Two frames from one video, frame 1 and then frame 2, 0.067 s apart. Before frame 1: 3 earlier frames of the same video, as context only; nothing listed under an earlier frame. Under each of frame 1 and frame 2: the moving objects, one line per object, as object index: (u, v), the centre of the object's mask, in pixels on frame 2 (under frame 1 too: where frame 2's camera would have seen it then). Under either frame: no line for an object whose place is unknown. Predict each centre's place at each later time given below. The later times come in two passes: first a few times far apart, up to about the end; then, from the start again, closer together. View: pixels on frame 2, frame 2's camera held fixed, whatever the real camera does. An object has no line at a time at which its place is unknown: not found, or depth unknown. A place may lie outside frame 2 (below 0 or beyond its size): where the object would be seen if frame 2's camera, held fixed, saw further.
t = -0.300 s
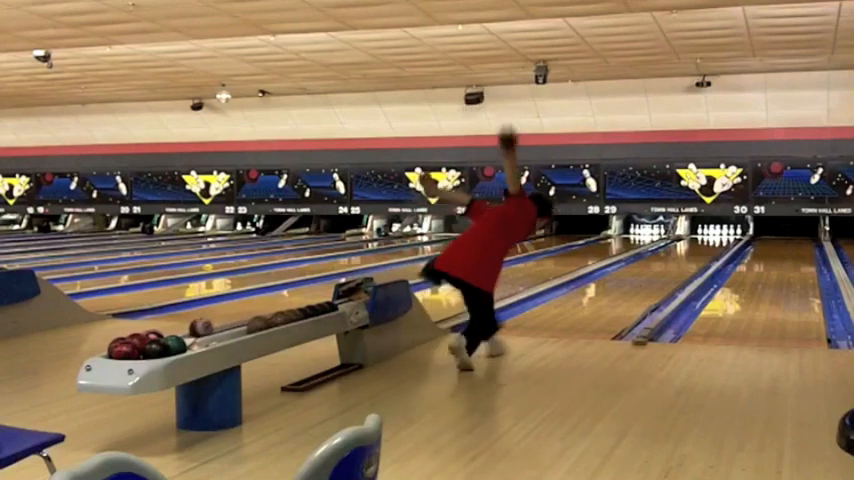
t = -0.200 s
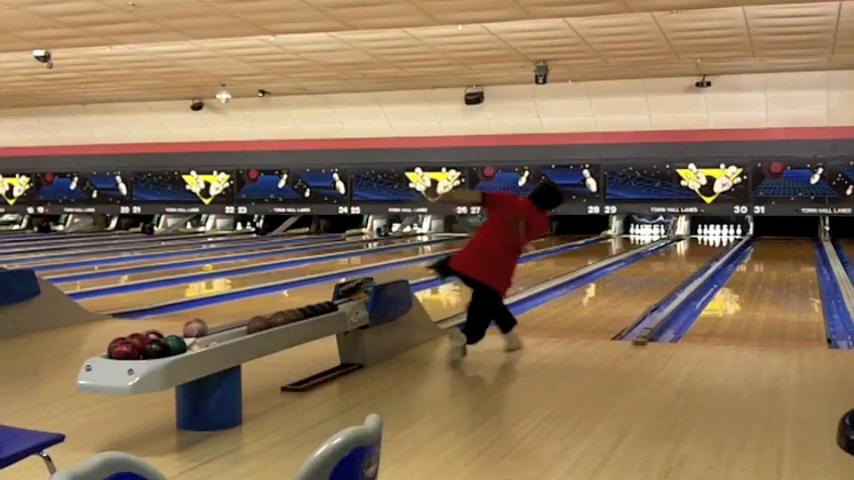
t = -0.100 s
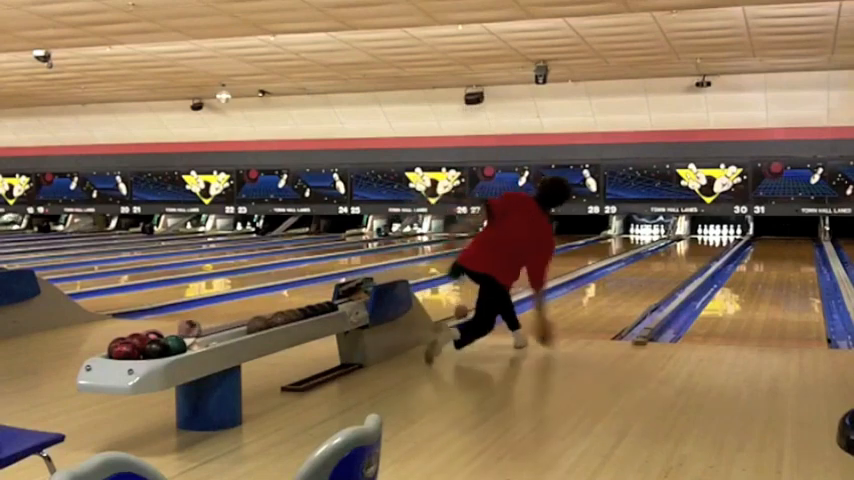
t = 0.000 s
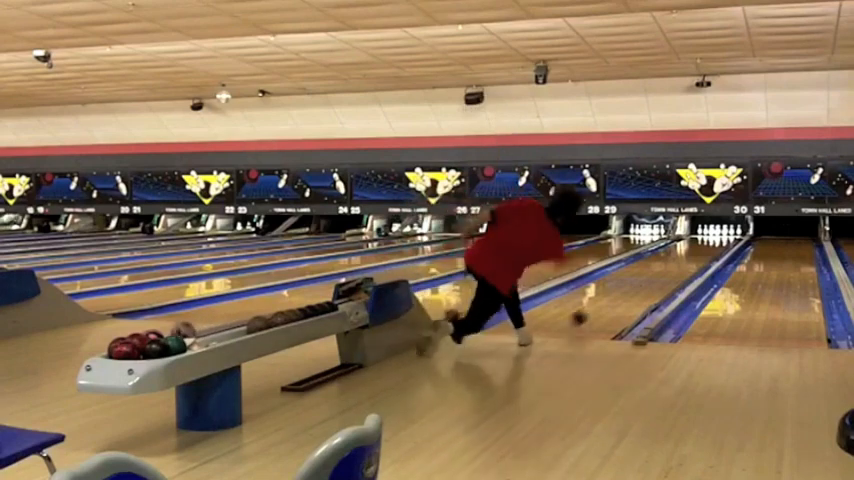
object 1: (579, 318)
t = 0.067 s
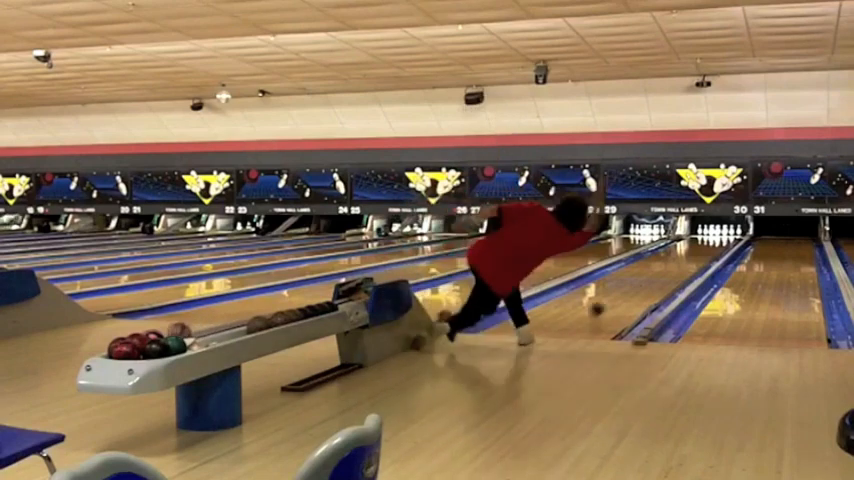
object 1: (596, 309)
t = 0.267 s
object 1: (635, 286)
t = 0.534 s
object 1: (668, 265)
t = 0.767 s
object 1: (686, 253)
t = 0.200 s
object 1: (624, 293)
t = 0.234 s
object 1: (630, 290)
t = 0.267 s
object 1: (635, 286)
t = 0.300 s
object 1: (640, 283)
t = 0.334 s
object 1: (645, 280)
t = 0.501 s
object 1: (664, 267)
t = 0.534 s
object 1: (668, 265)
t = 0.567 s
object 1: (672, 263)
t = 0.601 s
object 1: (674, 260)
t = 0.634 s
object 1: (677, 259)
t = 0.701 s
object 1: (682, 256)
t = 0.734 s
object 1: (683, 254)
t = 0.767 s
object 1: (686, 253)
